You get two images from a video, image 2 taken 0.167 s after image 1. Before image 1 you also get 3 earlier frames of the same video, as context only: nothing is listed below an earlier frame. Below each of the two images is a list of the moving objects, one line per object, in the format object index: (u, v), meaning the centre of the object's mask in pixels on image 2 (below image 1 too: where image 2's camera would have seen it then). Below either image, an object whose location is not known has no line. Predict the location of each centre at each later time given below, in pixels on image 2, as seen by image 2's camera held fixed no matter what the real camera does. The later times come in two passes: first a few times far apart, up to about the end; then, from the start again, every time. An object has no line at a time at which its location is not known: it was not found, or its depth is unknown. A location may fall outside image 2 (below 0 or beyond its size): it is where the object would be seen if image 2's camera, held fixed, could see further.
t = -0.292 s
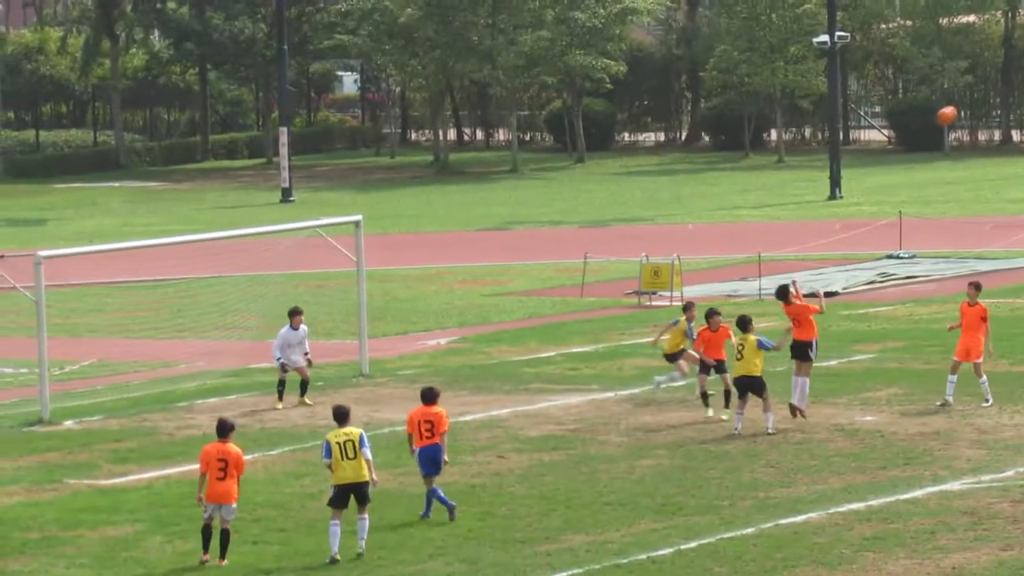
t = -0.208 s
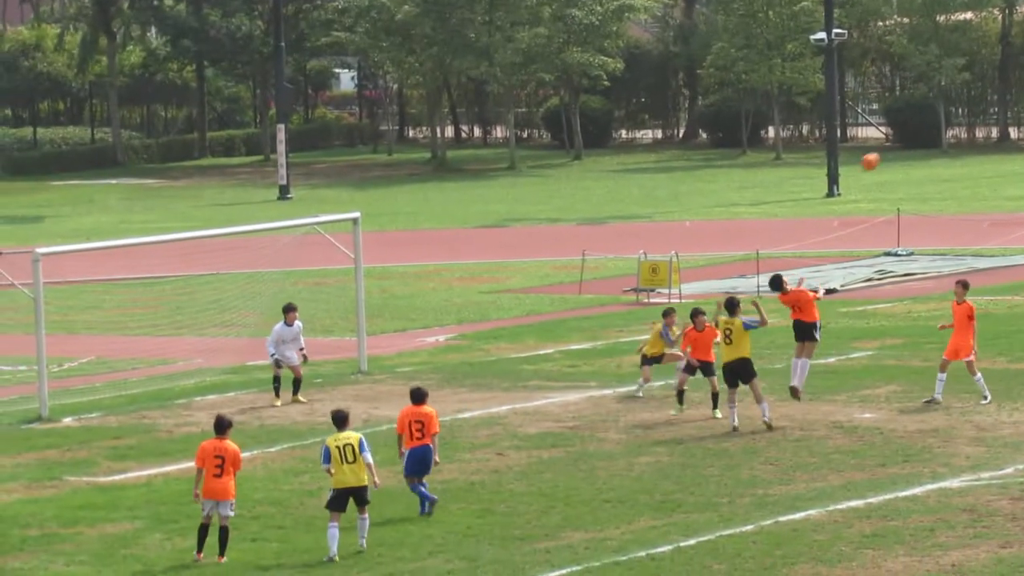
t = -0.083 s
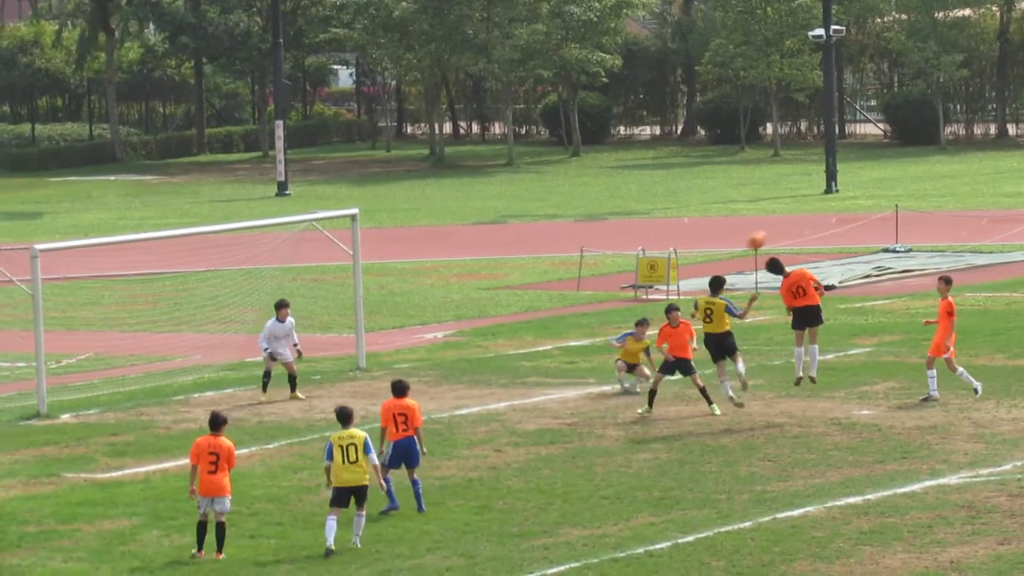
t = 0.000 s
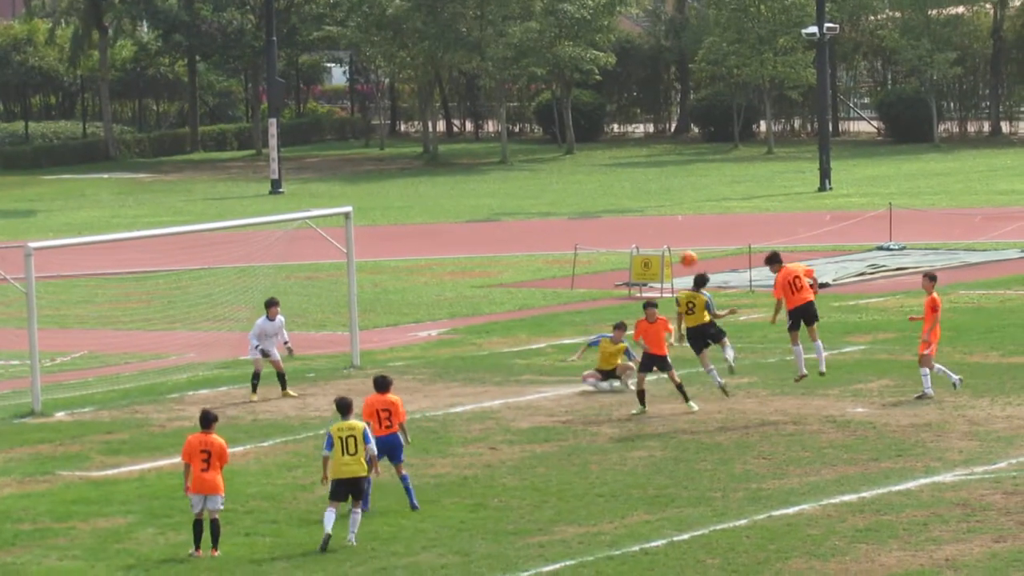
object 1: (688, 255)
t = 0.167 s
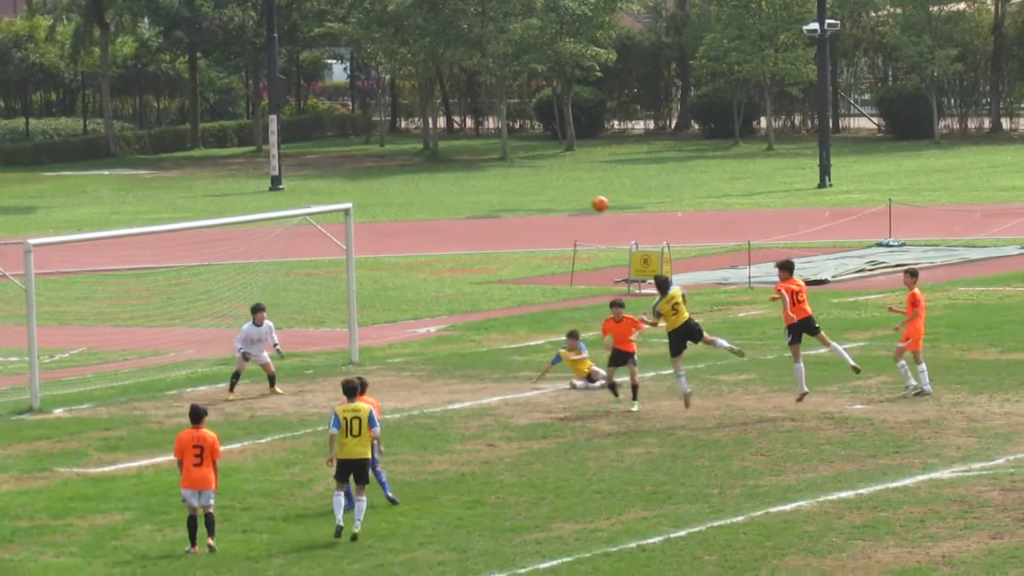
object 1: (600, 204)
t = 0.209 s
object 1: (578, 195)
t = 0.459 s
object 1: (450, 170)
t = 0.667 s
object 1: (343, 187)
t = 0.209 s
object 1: (578, 195)
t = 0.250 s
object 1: (556, 187)
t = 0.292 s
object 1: (534, 181)
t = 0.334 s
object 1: (513, 176)
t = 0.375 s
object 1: (492, 173)
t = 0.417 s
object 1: (471, 171)
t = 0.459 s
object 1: (450, 170)
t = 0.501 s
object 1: (428, 171)
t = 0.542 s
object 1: (408, 173)
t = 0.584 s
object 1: (386, 176)
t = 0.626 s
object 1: (365, 181)
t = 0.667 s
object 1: (343, 187)
